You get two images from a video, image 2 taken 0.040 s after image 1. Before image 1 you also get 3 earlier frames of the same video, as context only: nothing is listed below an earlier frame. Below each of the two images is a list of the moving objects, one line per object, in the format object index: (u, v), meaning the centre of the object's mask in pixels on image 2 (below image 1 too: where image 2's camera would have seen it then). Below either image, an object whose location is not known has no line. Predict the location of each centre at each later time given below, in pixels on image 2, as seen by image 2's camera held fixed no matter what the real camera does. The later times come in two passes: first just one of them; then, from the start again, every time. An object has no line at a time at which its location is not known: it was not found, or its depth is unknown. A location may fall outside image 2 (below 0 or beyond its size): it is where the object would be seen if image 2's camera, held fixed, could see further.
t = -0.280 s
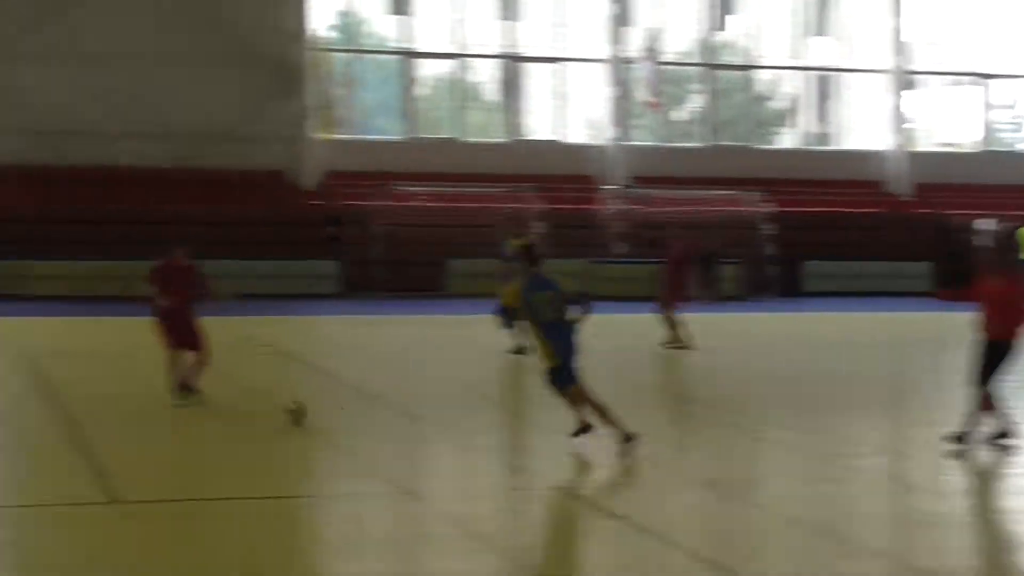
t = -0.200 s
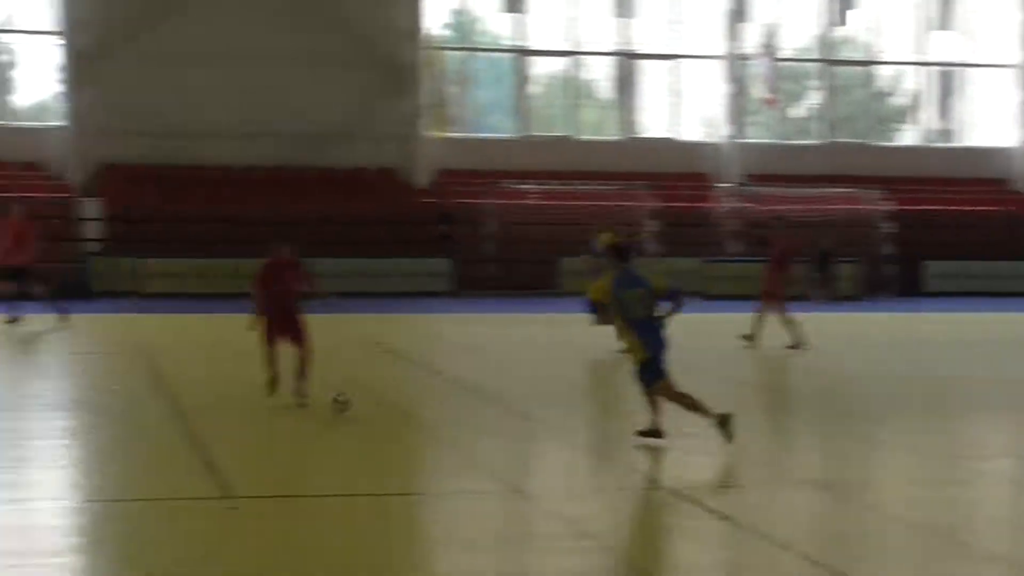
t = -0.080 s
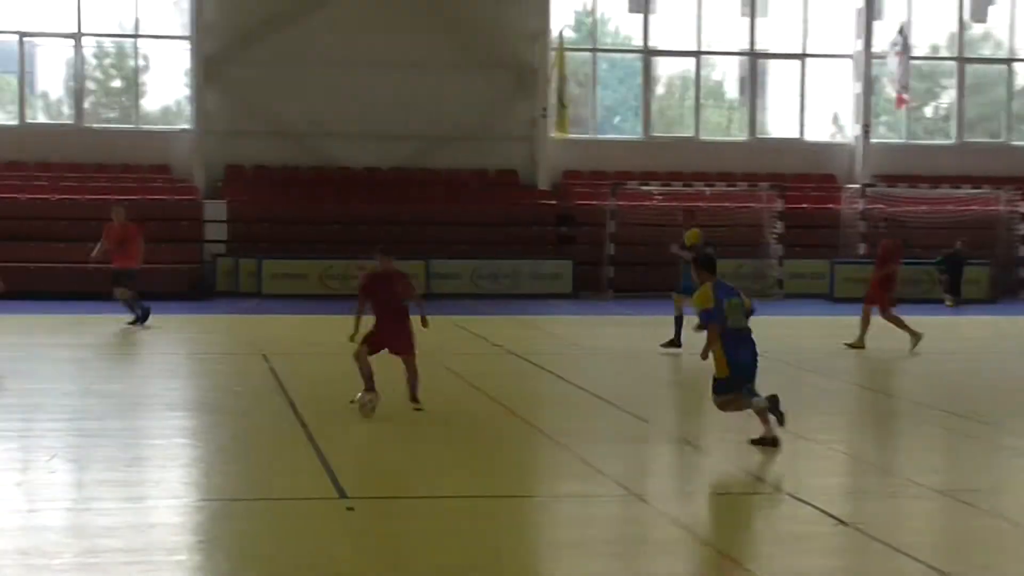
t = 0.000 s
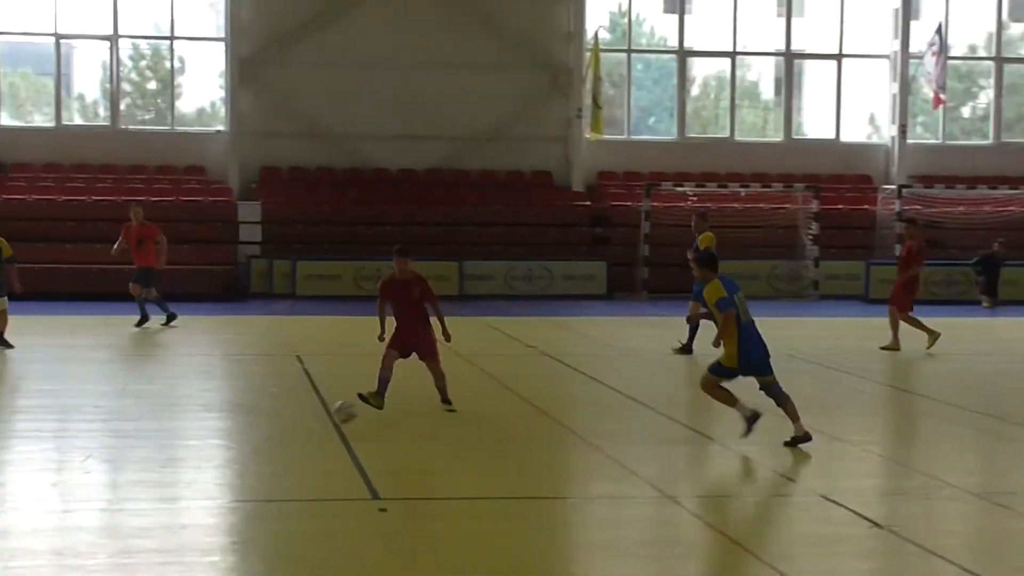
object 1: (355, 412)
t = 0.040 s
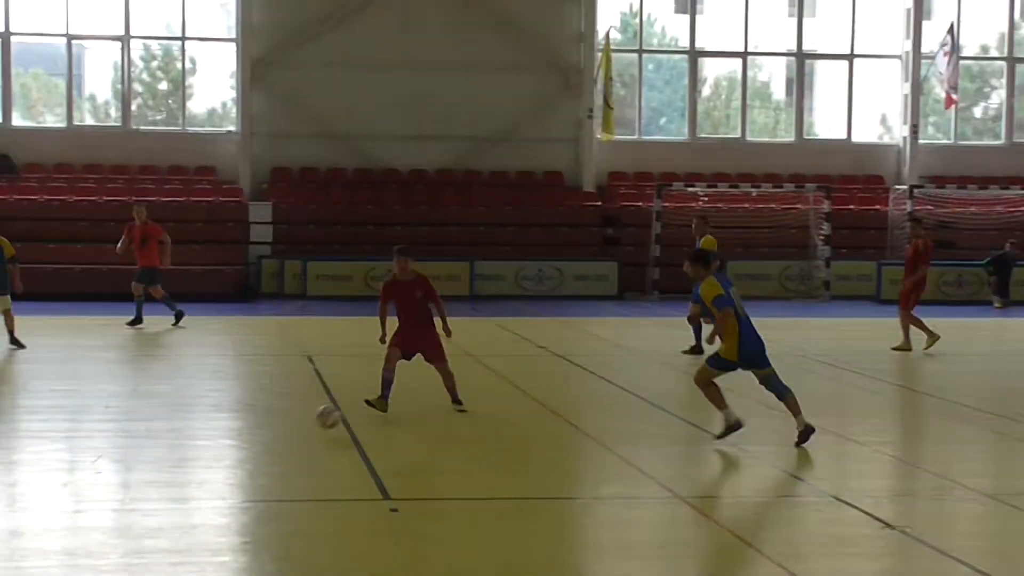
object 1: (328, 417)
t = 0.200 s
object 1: (205, 445)
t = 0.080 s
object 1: (298, 425)
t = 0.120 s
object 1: (267, 435)
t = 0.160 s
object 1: (237, 439)
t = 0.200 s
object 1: (205, 445)
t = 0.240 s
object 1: (172, 455)
